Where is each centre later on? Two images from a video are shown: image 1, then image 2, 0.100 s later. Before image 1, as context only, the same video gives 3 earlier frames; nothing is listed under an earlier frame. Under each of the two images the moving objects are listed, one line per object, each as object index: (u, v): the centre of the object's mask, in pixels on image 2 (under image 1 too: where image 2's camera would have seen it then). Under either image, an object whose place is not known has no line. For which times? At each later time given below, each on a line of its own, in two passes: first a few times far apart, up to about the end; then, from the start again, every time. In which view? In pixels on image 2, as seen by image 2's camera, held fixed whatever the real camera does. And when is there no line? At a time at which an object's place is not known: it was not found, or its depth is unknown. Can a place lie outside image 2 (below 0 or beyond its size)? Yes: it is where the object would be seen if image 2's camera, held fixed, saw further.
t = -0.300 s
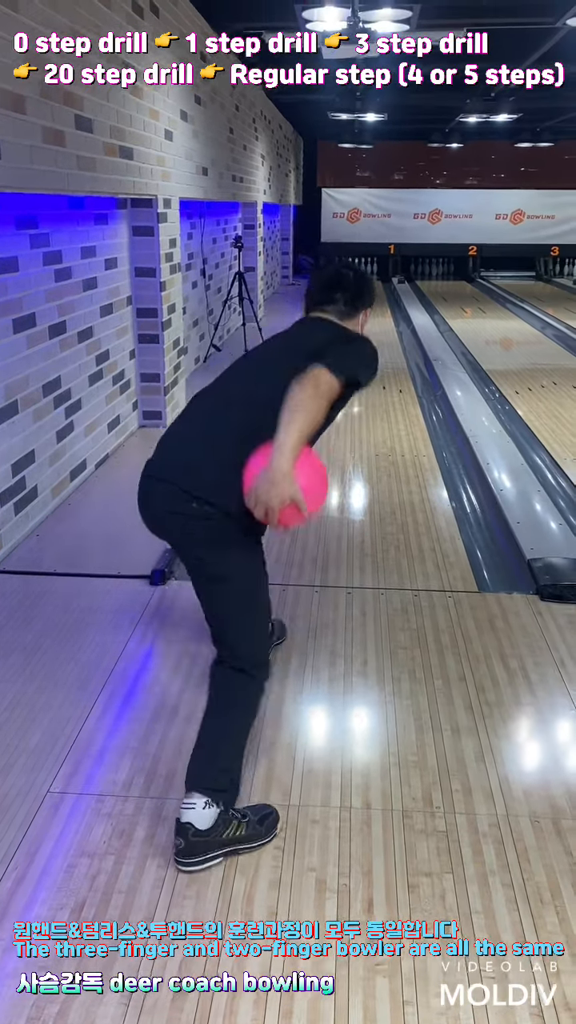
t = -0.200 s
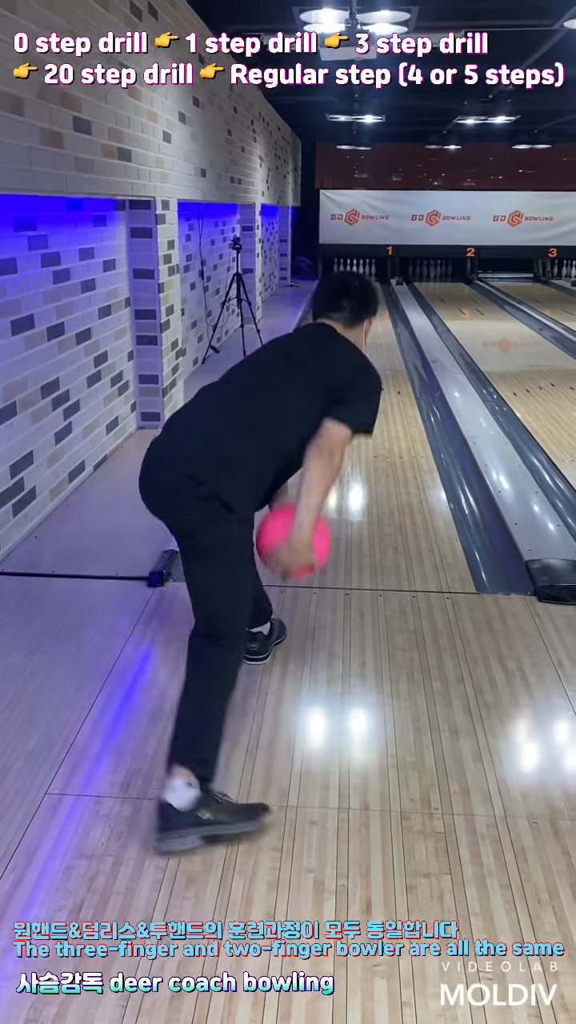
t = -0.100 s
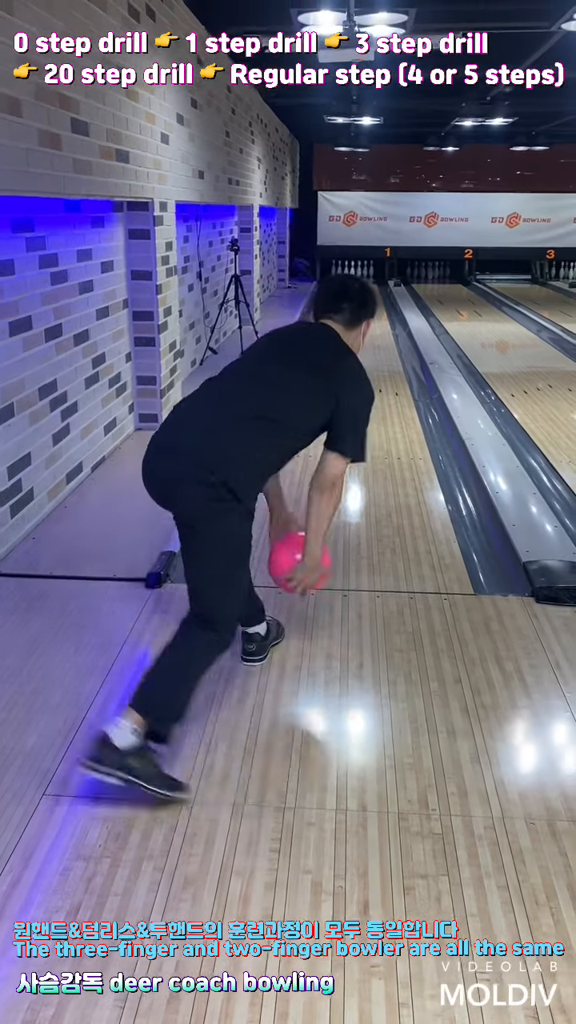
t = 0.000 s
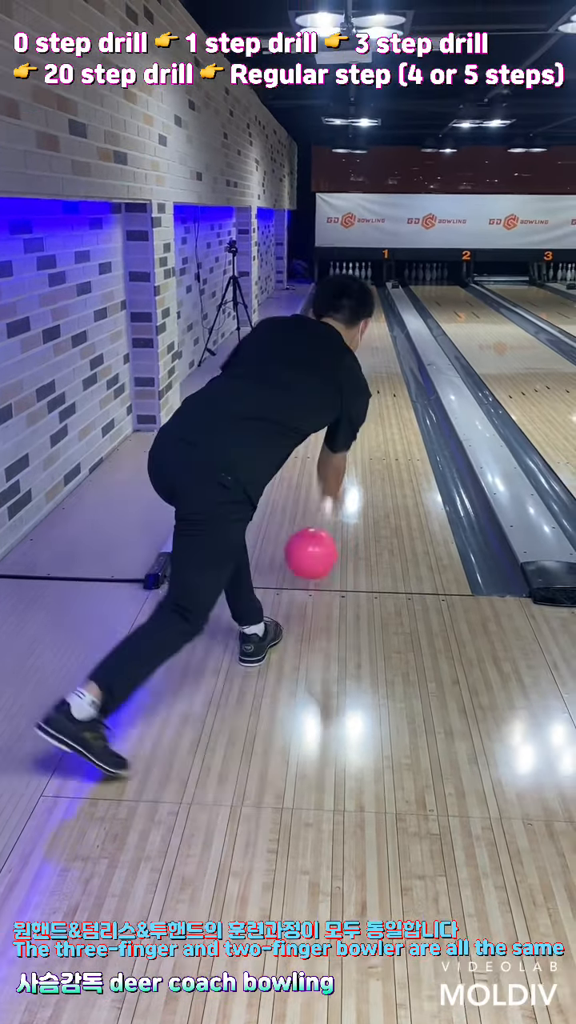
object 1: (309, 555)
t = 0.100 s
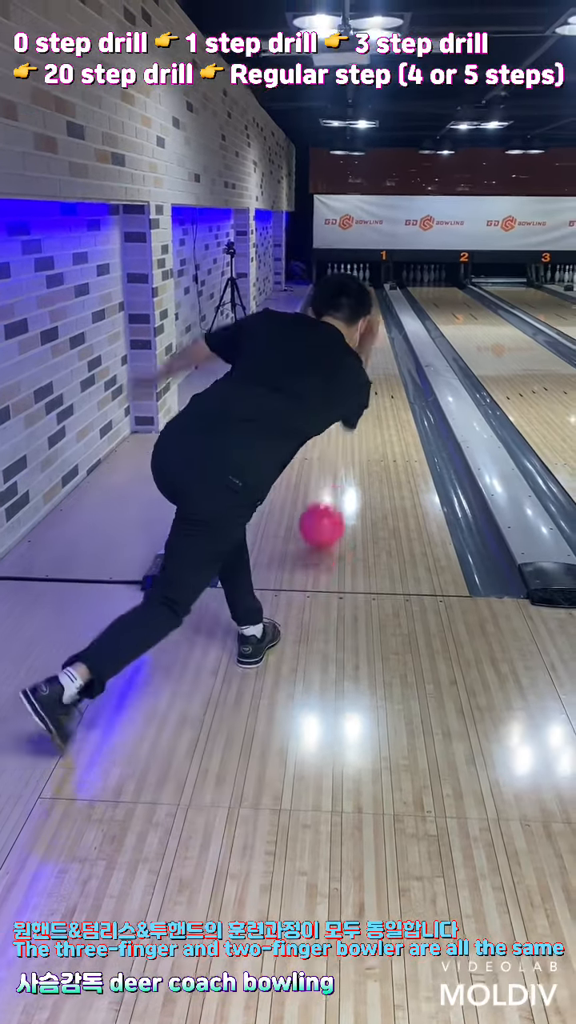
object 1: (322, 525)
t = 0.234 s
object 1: (334, 483)
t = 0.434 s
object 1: (346, 437)
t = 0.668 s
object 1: (365, 405)
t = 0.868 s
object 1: (367, 377)
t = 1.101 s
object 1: (371, 351)
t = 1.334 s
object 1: (369, 340)
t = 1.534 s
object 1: (371, 330)
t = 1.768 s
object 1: (372, 319)
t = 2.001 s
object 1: (372, 310)
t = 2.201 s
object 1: (371, 305)
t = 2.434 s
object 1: (367, 298)
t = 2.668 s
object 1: (365, 295)
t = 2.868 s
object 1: (362, 290)
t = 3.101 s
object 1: (360, 287)
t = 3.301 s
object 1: (358, 284)
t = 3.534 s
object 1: (355, 281)
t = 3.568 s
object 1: (355, 281)
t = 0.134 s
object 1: (325, 514)
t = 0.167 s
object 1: (328, 505)
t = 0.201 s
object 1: (330, 493)
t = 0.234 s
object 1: (334, 483)
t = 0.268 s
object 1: (336, 474)
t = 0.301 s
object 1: (339, 466)
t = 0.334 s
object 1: (341, 458)
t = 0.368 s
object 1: (343, 451)
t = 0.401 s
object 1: (344, 444)
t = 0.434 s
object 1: (346, 437)
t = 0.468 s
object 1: (348, 431)
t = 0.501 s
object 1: (350, 425)
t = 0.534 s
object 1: (351, 419)
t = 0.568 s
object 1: (353, 416)
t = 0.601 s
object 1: (356, 413)
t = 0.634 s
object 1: (362, 408)
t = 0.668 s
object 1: (365, 405)
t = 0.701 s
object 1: (367, 398)
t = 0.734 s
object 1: (368, 392)
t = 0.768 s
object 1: (368, 388)
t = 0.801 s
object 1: (368, 385)
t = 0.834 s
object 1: (367, 380)
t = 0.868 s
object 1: (367, 377)
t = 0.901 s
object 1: (368, 373)
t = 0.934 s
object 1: (368, 369)
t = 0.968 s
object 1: (369, 366)
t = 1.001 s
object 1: (370, 362)
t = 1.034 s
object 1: (370, 357)
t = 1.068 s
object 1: (371, 353)
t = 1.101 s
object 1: (371, 351)
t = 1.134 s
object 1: (371, 349)
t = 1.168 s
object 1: (371, 348)
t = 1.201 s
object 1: (370, 346)
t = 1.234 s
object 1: (369, 345)
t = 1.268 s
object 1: (369, 345)
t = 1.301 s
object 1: (369, 343)
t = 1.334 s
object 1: (369, 340)
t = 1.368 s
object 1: (370, 339)
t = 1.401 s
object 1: (370, 337)
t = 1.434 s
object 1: (370, 335)
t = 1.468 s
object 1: (371, 333)
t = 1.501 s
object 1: (371, 331)
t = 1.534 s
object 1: (371, 330)
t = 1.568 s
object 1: (371, 328)
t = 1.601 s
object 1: (371, 326)
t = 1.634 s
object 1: (372, 325)
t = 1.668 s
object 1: (372, 323)
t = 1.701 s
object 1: (373, 322)
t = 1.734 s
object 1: (372, 320)
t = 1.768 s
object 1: (372, 319)
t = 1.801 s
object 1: (372, 317)
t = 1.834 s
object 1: (373, 316)
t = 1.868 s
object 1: (373, 315)
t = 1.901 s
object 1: (372, 314)
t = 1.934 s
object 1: (372, 313)
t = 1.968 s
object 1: (372, 311)
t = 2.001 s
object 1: (372, 310)
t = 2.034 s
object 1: (372, 309)
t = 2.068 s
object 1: (372, 308)
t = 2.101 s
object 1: (372, 307)
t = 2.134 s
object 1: (371, 306)
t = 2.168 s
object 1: (371, 305)
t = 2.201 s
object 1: (371, 305)
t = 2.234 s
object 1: (370, 304)
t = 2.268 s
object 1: (370, 303)
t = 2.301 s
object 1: (370, 302)
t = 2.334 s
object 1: (369, 301)
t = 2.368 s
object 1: (368, 300)
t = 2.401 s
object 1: (367, 299)
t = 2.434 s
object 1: (367, 298)
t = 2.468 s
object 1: (367, 298)
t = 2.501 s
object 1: (367, 297)
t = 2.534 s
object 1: (367, 297)
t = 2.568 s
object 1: (366, 297)
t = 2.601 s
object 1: (366, 296)
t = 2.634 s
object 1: (366, 295)
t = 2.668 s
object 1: (365, 295)
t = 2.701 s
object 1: (365, 294)
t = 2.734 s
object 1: (364, 294)
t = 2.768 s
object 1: (364, 293)
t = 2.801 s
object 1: (363, 292)
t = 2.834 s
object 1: (363, 292)
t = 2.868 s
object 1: (362, 290)
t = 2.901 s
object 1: (361, 289)
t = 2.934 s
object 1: (361, 289)
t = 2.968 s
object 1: (361, 288)
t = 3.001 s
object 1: (361, 288)
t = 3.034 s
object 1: (361, 287)
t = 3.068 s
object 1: (360, 287)
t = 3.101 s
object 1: (360, 287)
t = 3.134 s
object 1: (360, 286)
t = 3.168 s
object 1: (359, 285)
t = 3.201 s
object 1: (359, 285)
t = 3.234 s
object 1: (359, 285)
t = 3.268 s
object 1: (358, 284)
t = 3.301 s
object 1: (358, 284)
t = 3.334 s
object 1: (357, 283)
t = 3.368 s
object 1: (356, 282)
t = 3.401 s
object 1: (355, 282)
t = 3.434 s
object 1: (355, 281)
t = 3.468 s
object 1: (355, 281)
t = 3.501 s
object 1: (356, 281)
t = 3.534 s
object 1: (355, 281)
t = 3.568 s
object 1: (355, 281)
